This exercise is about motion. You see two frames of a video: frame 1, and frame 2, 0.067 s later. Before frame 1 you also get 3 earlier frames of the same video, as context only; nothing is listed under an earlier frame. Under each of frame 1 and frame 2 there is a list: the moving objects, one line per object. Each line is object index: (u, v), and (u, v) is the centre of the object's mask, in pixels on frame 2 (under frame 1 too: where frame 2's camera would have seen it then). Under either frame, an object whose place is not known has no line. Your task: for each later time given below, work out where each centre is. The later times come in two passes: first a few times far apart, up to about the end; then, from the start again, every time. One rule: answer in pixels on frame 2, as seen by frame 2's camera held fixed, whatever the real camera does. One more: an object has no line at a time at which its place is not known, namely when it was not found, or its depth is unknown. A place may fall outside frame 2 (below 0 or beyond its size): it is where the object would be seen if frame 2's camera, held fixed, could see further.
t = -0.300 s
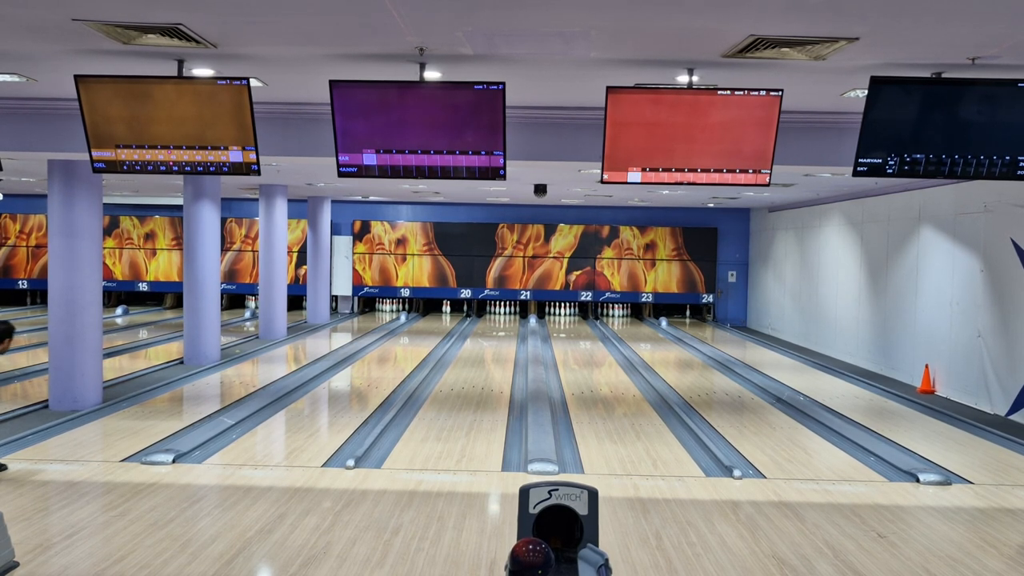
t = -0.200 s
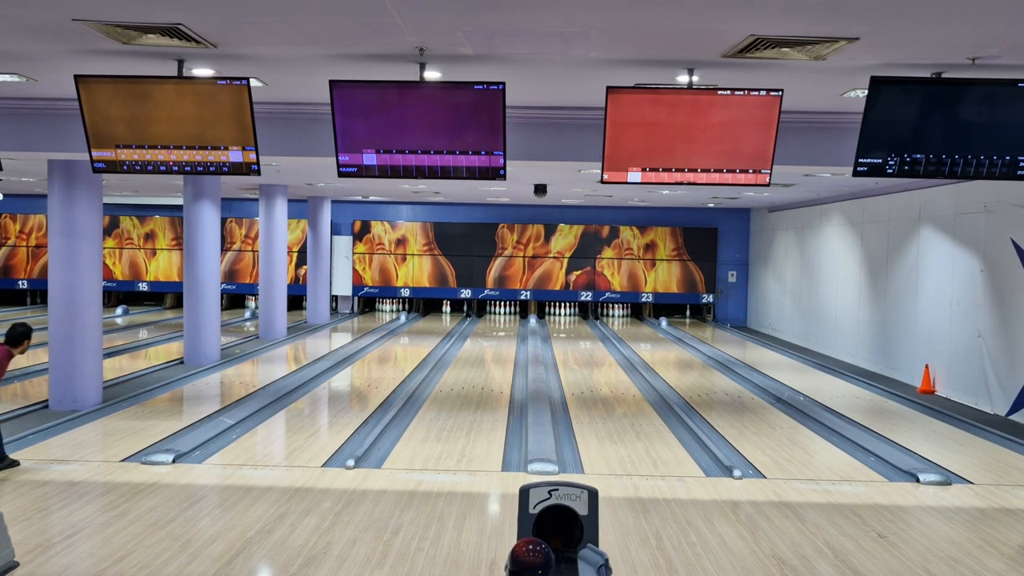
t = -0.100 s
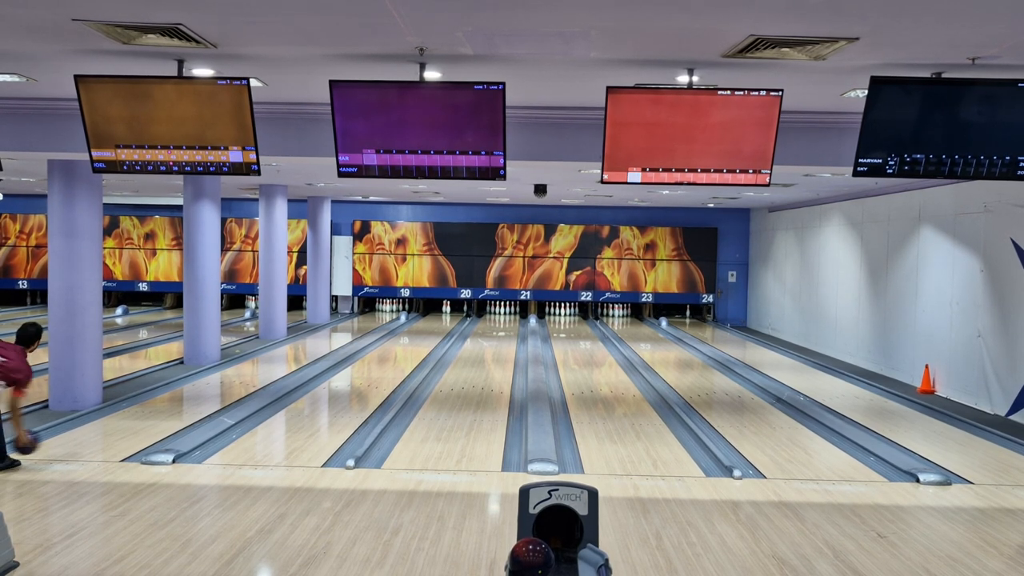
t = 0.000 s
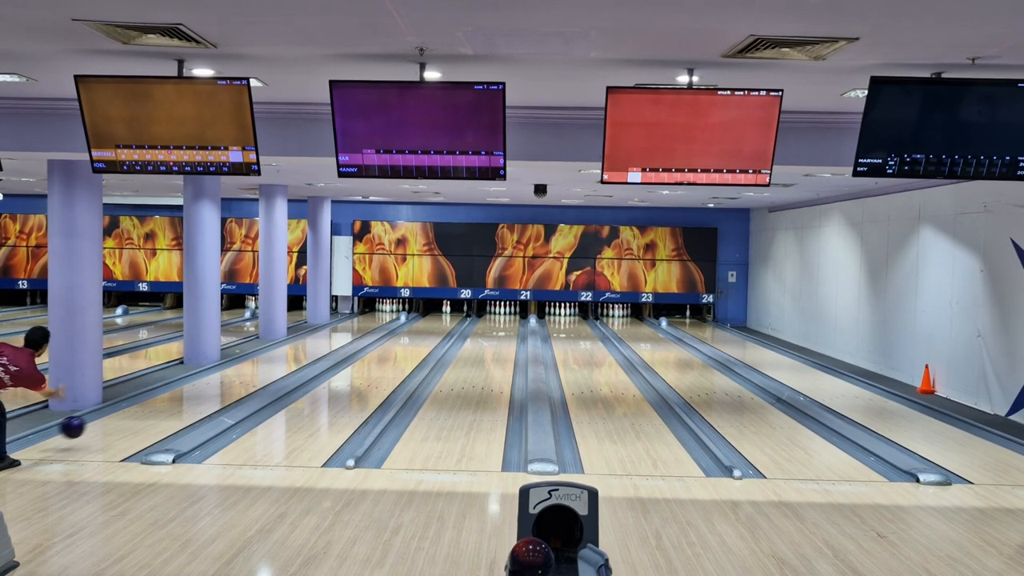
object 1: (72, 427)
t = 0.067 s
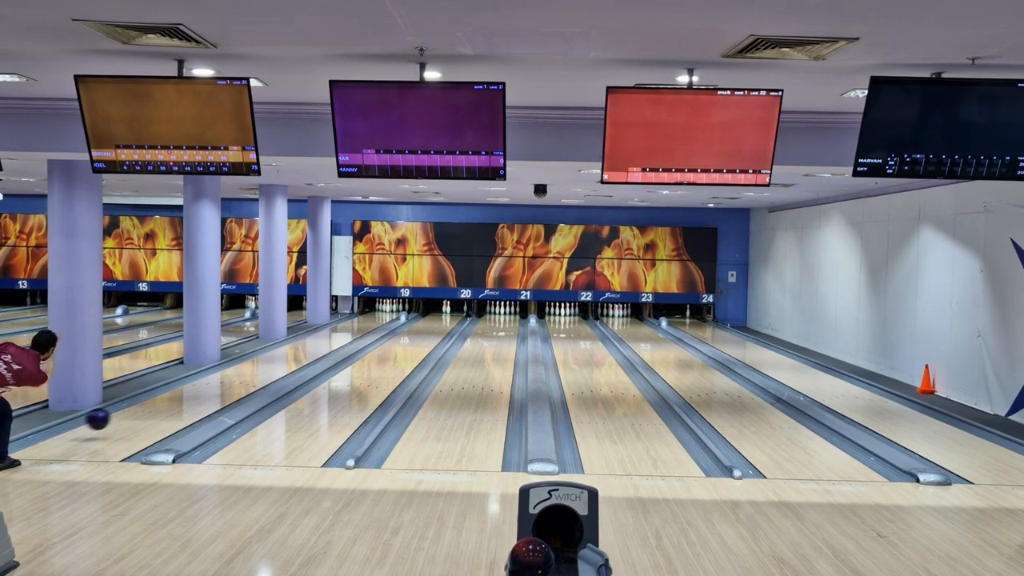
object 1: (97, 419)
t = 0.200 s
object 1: (141, 412)
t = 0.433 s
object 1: (201, 391)
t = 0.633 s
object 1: (240, 375)
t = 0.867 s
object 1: (276, 362)
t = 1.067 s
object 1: (301, 353)
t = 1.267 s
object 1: (321, 345)
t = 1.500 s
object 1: (341, 337)
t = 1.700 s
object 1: (355, 331)
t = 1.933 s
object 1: (367, 326)
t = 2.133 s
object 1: (376, 321)
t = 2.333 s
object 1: (382, 318)
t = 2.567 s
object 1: (386, 314)
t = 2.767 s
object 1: (388, 311)
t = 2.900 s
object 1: (388, 310)
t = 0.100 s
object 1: (109, 417)
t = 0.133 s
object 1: (120, 415)
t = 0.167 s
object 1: (131, 416)
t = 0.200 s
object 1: (141, 412)
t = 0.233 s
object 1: (151, 409)
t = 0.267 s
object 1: (160, 405)
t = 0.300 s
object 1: (169, 402)
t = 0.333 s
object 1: (177, 399)
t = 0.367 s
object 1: (186, 396)
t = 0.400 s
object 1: (193, 393)
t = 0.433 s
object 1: (201, 391)
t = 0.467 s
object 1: (208, 388)
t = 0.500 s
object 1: (215, 385)
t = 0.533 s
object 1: (222, 382)
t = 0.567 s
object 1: (228, 380)
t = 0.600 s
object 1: (234, 378)
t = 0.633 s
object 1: (240, 375)
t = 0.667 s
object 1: (246, 373)
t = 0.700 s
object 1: (251, 371)
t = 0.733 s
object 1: (256, 369)
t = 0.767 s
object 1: (262, 367)
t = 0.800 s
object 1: (267, 366)
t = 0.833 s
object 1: (271, 364)
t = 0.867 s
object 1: (276, 362)
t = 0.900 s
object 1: (280, 360)
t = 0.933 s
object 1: (285, 359)
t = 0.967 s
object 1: (289, 357)
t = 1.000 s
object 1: (293, 356)
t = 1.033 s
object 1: (297, 354)
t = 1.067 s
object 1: (301, 353)
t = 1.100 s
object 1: (304, 351)
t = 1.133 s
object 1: (308, 350)
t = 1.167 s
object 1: (311, 348)
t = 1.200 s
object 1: (315, 347)
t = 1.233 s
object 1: (318, 346)
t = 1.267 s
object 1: (321, 345)
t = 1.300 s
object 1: (324, 343)
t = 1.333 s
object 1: (327, 342)
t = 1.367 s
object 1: (330, 341)
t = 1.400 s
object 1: (333, 340)
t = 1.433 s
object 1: (336, 339)
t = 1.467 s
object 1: (338, 338)
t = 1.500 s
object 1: (341, 337)
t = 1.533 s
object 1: (343, 336)
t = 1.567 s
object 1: (346, 335)
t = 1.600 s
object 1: (348, 334)
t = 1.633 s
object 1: (350, 333)
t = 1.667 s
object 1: (352, 332)
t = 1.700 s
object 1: (355, 331)
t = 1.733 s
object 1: (356, 330)
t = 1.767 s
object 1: (358, 329)
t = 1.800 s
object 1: (360, 329)
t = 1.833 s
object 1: (362, 328)
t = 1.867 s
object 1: (364, 327)
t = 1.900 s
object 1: (366, 326)
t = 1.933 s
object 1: (367, 326)
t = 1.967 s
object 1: (369, 325)
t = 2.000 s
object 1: (370, 324)
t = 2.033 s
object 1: (372, 323)
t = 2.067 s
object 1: (373, 323)
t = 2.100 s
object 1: (374, 322)
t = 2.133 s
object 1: (376, 321)
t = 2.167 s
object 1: (376, 321)
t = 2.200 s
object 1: (378, 320)
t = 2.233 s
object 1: (379, 319)
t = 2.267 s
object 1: (380, 319)
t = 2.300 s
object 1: (381, 319)
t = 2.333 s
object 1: (382, 318)
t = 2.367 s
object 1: (382, 317)
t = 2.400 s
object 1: (383, 317)
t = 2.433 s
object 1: (384, 316)
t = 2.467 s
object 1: (384, 316)
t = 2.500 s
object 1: (385, 315)
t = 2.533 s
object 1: (385, 315)
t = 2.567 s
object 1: (386, 314)
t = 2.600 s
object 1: (386, 314)
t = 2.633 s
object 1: (387, 313)
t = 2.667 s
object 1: (387, 313)
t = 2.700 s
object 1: (388, 312)
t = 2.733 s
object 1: (388, 312)
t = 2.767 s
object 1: (388, 311)
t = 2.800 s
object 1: (388, 311)
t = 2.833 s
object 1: (388, 310)
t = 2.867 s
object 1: (388, 310)
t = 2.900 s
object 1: (388, 310)
